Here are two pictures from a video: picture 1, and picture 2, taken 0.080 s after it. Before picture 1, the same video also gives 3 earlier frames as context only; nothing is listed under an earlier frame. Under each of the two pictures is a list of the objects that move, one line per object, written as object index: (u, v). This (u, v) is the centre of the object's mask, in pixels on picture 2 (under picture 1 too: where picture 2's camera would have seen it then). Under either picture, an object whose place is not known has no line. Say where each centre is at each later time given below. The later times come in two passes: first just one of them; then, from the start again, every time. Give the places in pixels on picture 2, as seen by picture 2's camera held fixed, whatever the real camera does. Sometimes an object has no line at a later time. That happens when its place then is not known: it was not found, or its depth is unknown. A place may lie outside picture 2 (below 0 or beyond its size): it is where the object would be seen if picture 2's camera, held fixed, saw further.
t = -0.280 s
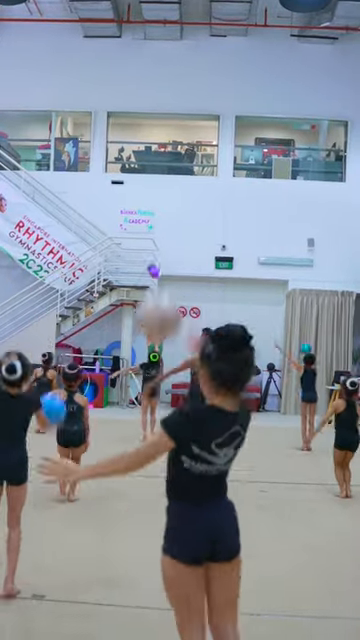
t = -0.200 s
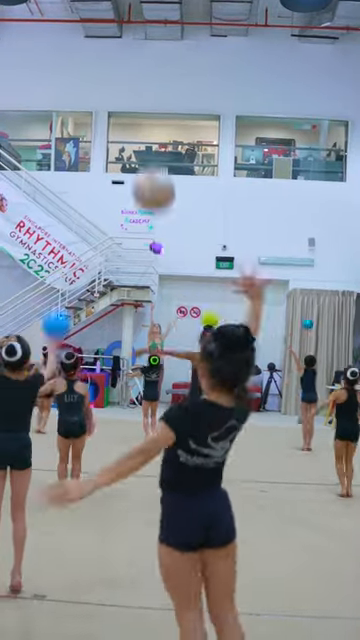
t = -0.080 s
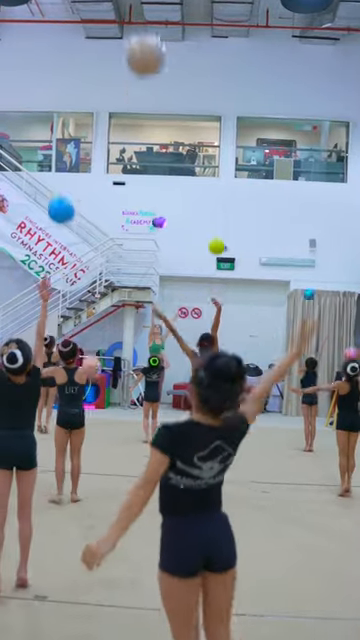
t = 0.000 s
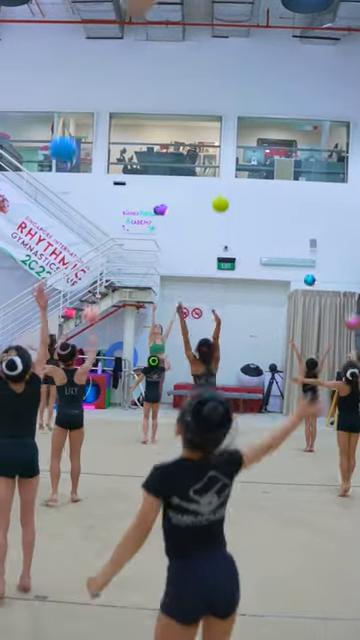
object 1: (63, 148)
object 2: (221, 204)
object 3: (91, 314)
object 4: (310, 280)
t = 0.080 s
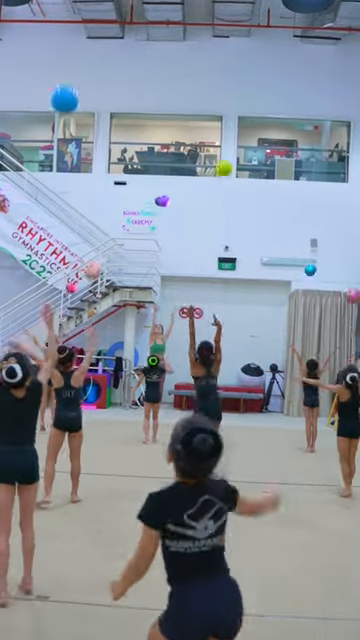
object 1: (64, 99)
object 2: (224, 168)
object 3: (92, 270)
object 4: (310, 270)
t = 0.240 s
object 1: (64, 37)
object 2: (228, 115)
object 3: (89, 204)
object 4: (309, 264)
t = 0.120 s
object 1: (64, 79)
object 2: (225, 152)
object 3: (91, 252)
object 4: (310, 267)
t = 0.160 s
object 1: (64, 63)
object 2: (226, 139)
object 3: (90, 234)
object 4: (309, 265)
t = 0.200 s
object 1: (64, 49)
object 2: (226, 126)
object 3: (90, 218)
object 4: (309, 264)
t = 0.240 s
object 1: (64, 37)
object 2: (228, 115)
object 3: (89, 204)
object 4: (309, 264)
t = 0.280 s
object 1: (63, 27)
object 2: (229, 105)
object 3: (88, 193)
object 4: (308, 265)
